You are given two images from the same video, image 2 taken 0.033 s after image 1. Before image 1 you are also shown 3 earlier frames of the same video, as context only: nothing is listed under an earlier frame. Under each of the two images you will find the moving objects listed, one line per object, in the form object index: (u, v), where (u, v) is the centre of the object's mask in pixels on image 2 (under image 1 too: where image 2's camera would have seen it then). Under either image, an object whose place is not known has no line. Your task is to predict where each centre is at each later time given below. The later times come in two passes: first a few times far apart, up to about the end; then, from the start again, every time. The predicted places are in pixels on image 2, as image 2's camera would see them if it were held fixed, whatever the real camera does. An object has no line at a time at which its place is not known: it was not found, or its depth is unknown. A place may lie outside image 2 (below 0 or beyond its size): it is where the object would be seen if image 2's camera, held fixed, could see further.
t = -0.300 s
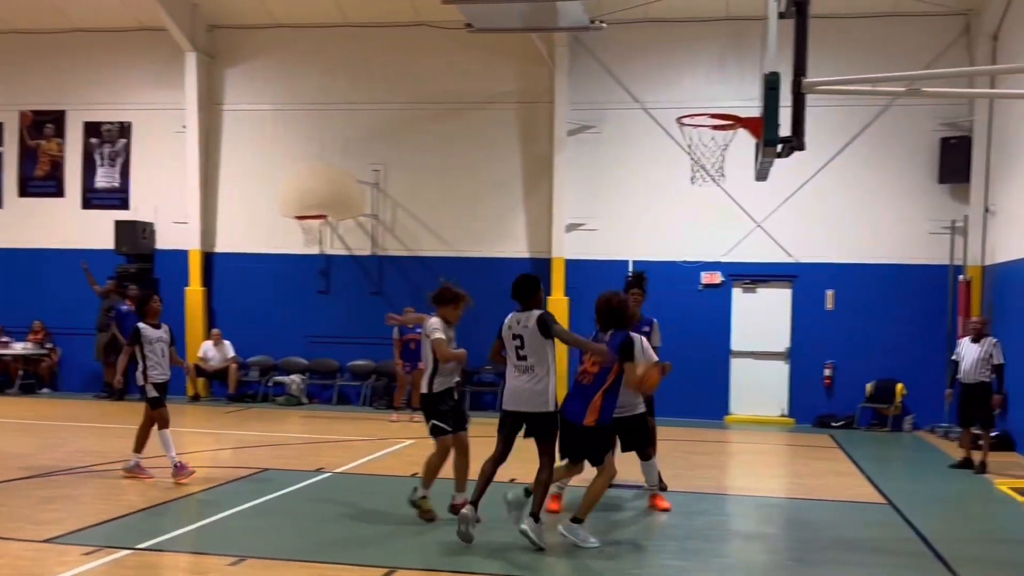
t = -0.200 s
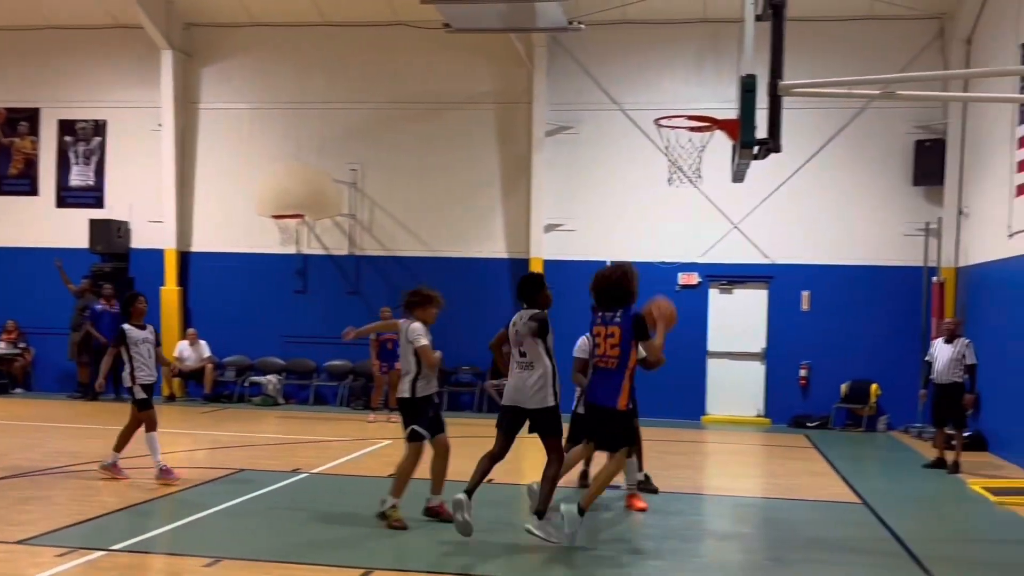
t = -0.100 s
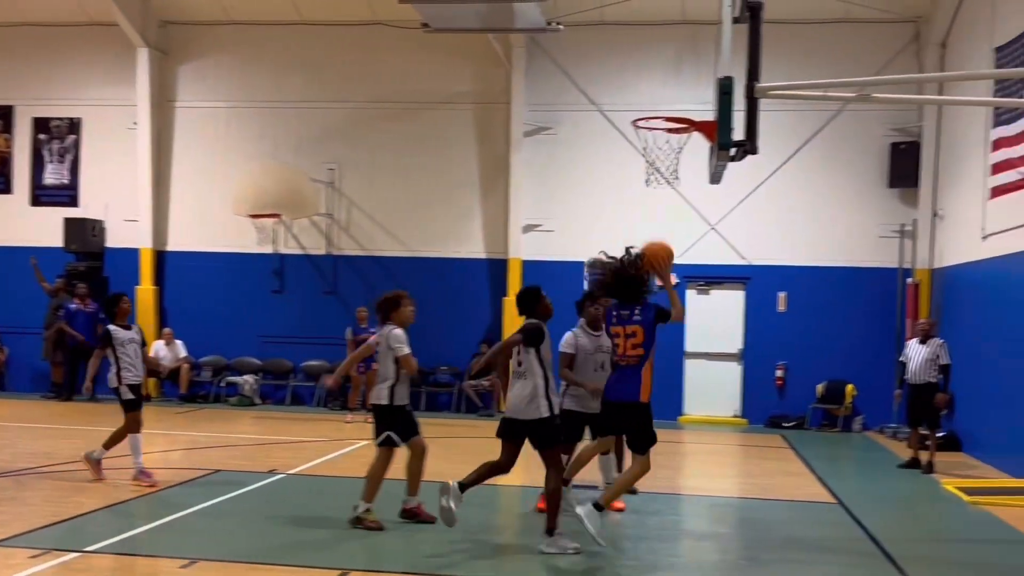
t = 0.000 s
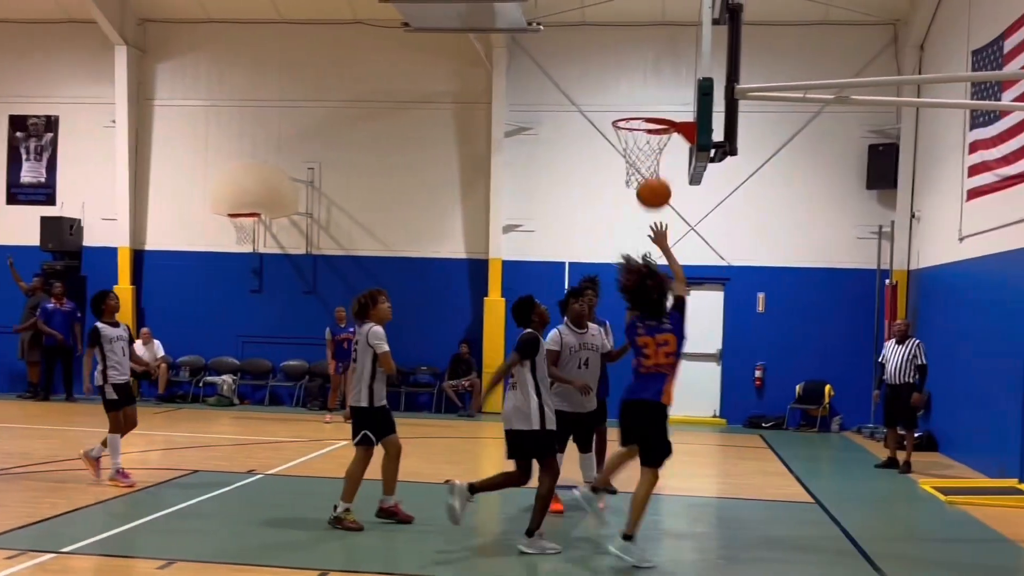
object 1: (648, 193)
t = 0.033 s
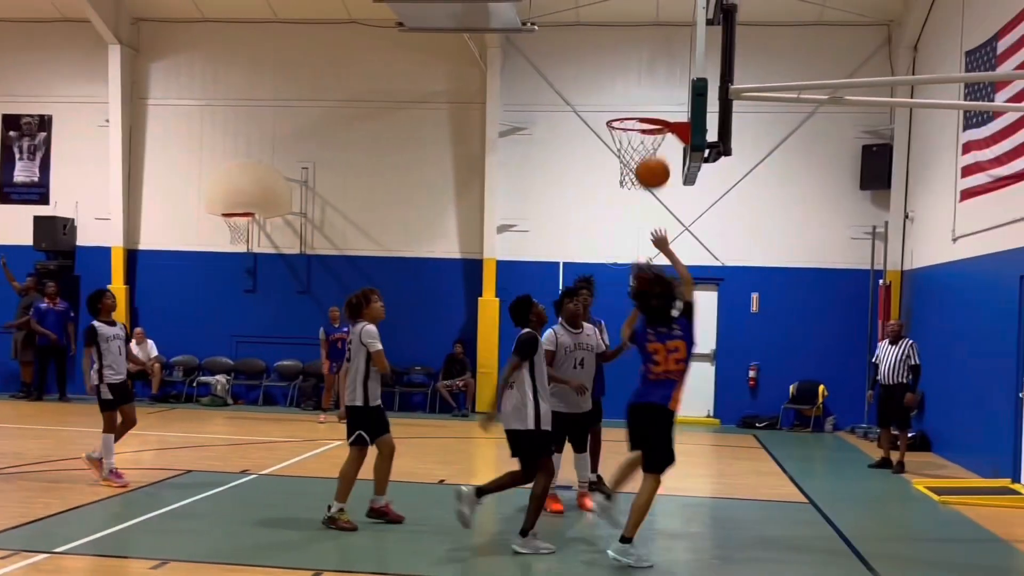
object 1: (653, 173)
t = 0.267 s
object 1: (675, 82)
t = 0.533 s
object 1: (651, 94)
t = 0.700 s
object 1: (633, 148)
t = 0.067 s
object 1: (657, 153)
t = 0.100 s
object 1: (661, 136)
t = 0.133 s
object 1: (666, 122)
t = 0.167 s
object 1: (669, 109)
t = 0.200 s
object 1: (674, 97)
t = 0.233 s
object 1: (677, 86)
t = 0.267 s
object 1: (675, 82)
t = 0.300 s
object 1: (672, 78)
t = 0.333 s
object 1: (669, 76)
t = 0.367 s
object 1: (666, 75)
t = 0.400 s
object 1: (663, 76)
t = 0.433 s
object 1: (660, 79)
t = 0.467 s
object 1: (658, 82)
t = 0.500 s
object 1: (654, 88)
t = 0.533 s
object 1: (651, 94)
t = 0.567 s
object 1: (648, 102)
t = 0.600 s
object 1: (644, 111)
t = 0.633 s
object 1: (640, 123)
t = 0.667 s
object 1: (637, 135)
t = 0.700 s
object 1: (633, 148)
